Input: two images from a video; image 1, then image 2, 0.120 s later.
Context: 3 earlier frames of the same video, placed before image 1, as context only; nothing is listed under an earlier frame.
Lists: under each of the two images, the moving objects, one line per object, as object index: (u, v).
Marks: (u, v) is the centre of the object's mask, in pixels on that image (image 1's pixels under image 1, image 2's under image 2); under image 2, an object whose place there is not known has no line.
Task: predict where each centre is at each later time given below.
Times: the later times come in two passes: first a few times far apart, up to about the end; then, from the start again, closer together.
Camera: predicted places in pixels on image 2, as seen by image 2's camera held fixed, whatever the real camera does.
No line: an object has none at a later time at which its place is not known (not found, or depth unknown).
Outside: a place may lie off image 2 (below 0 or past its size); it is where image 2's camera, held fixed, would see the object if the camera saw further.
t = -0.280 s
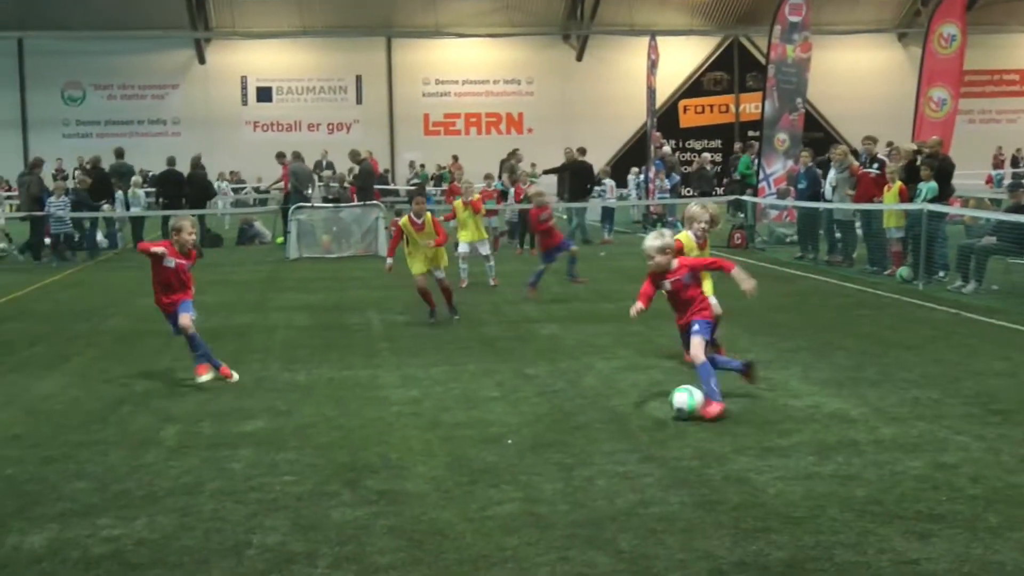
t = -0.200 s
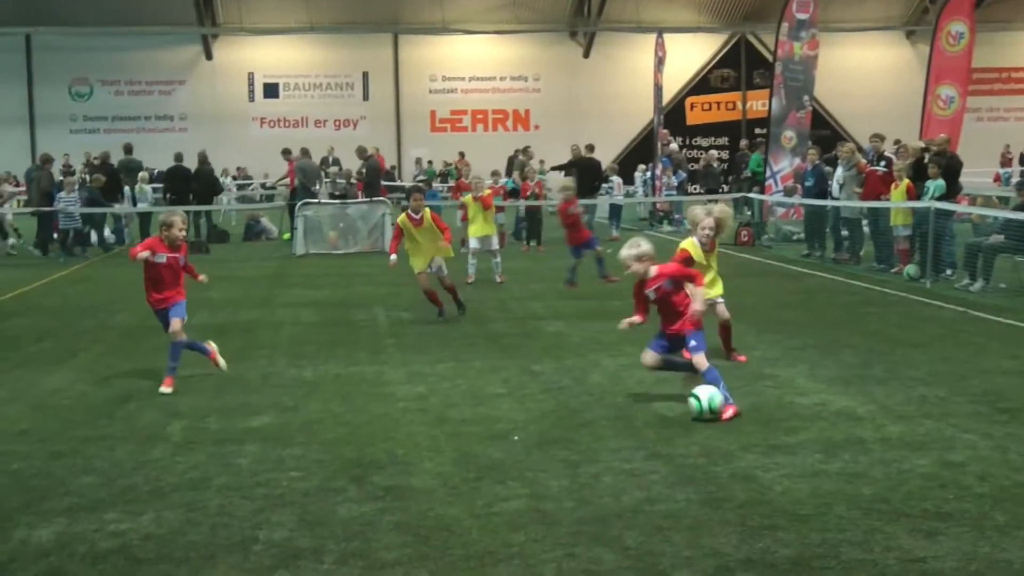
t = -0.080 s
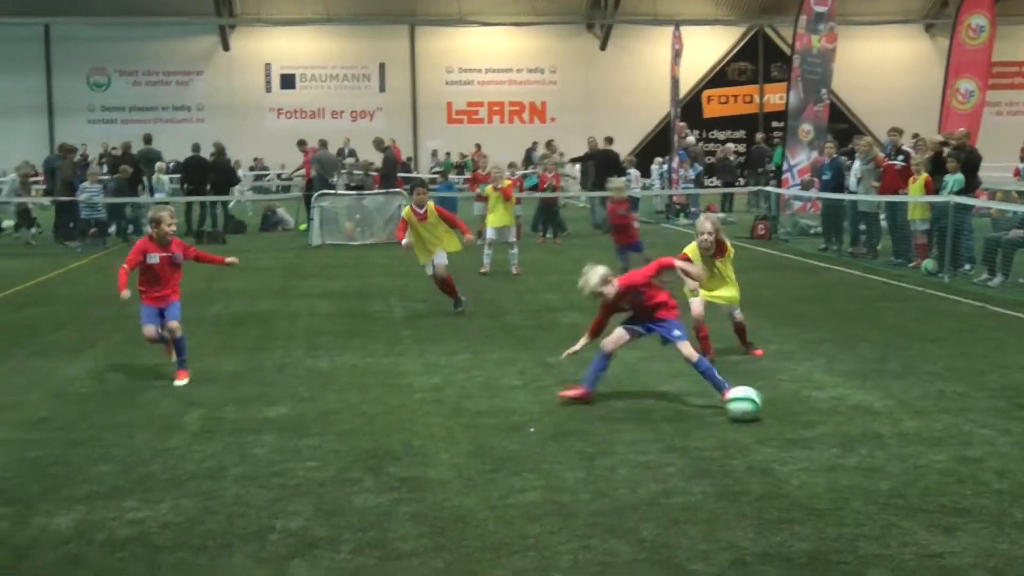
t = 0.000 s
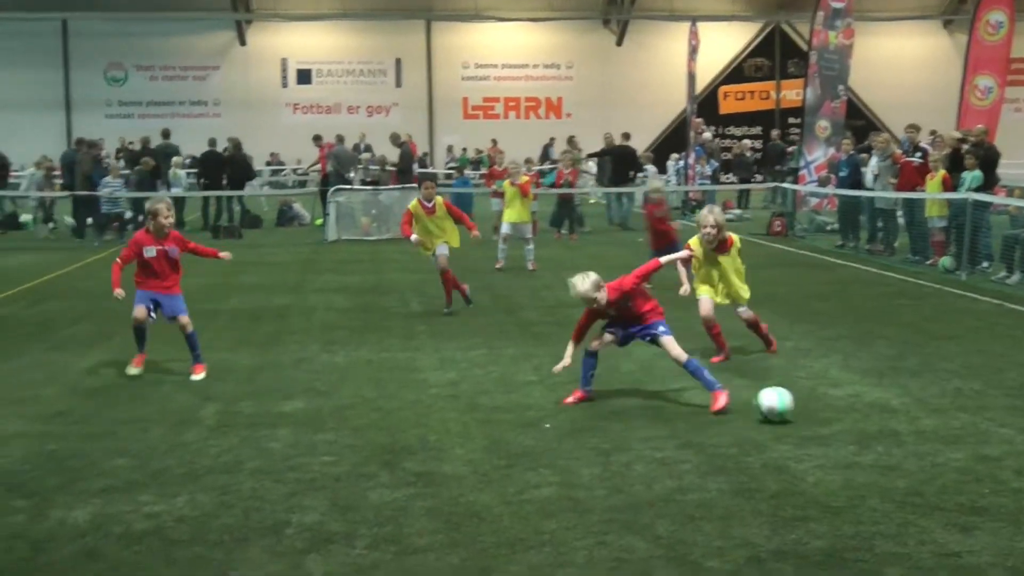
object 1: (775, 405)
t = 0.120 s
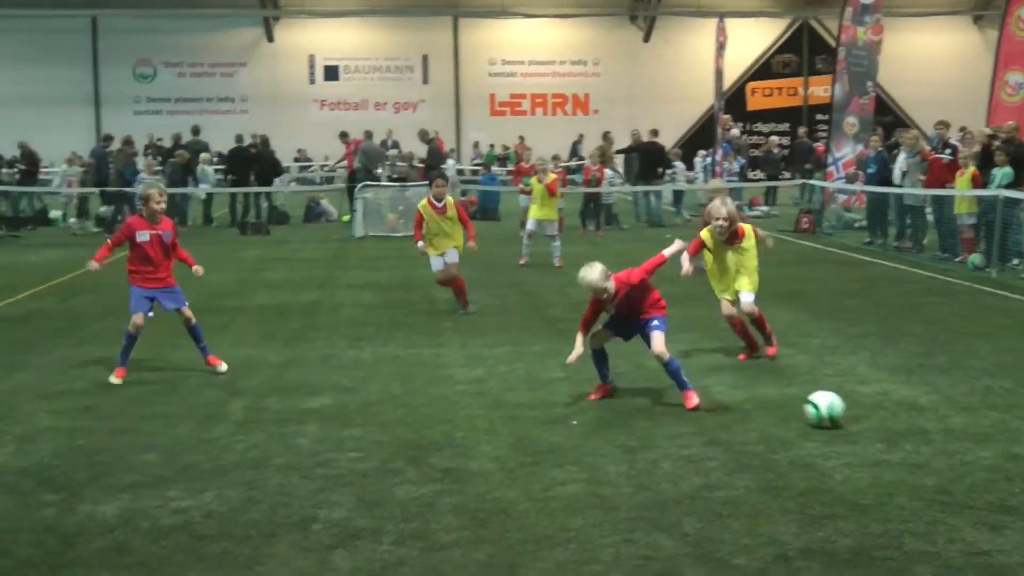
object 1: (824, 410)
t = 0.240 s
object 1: (848, 417)
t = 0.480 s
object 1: (896, 431)
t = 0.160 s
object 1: (832, 412)
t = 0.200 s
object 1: (840, 414)
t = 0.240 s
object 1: (848, 417)
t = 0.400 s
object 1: (880, 426)
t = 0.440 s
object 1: (887, 426)
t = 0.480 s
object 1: (896, 431)
